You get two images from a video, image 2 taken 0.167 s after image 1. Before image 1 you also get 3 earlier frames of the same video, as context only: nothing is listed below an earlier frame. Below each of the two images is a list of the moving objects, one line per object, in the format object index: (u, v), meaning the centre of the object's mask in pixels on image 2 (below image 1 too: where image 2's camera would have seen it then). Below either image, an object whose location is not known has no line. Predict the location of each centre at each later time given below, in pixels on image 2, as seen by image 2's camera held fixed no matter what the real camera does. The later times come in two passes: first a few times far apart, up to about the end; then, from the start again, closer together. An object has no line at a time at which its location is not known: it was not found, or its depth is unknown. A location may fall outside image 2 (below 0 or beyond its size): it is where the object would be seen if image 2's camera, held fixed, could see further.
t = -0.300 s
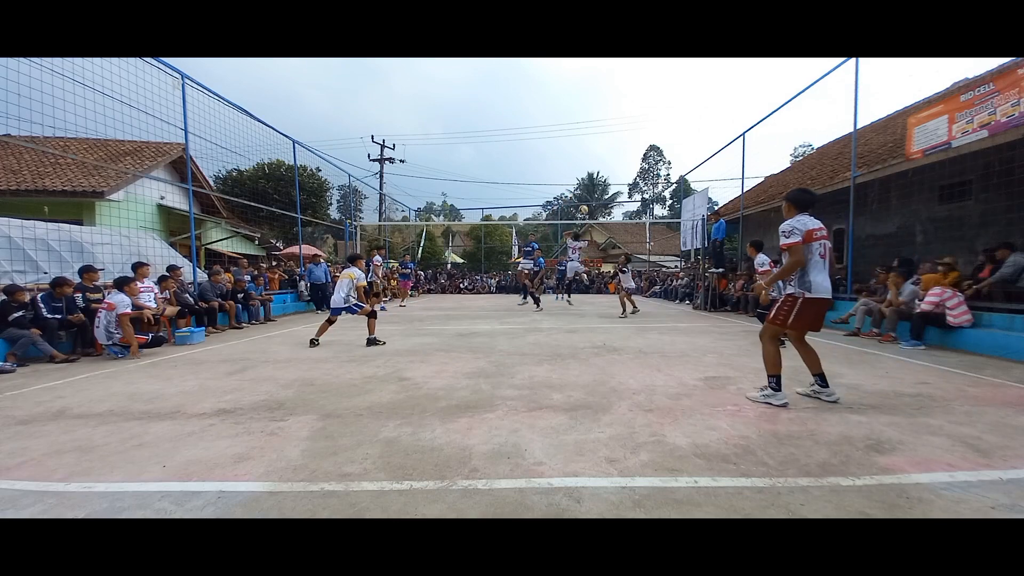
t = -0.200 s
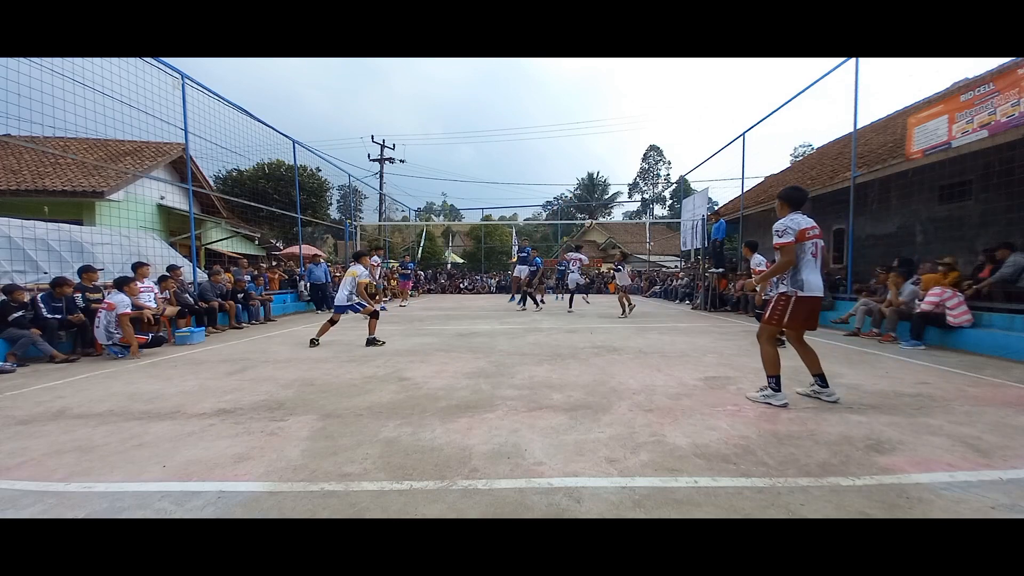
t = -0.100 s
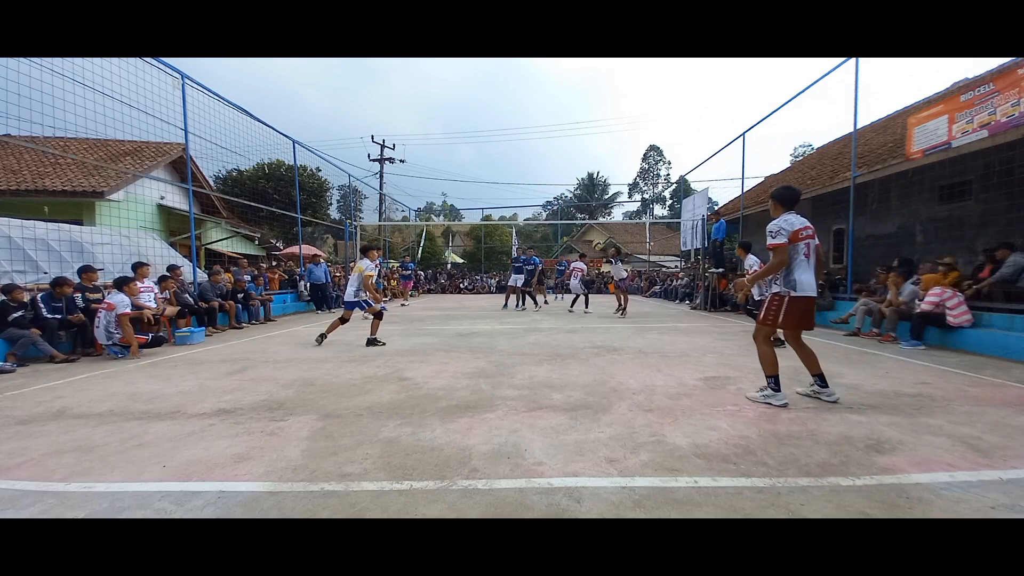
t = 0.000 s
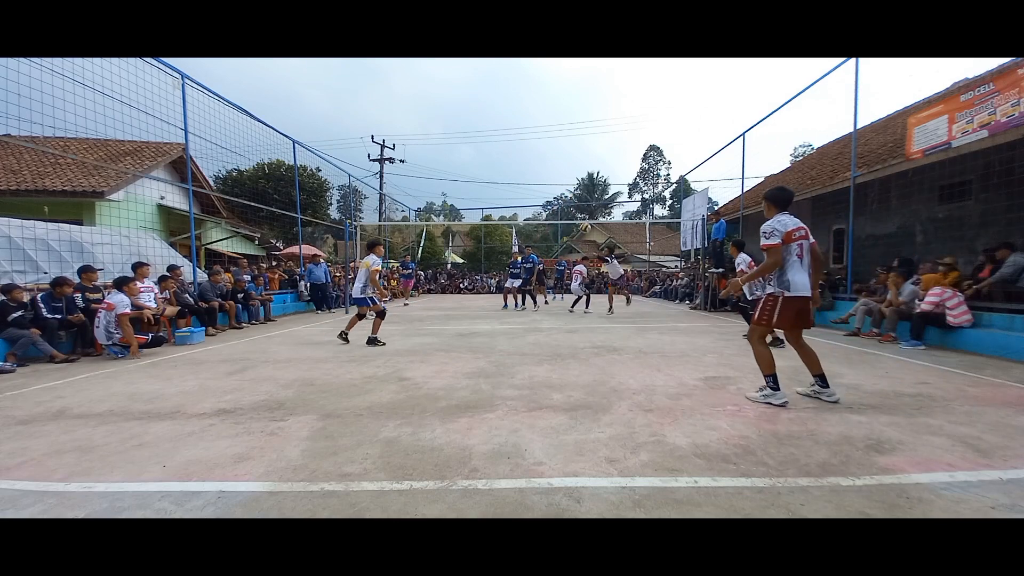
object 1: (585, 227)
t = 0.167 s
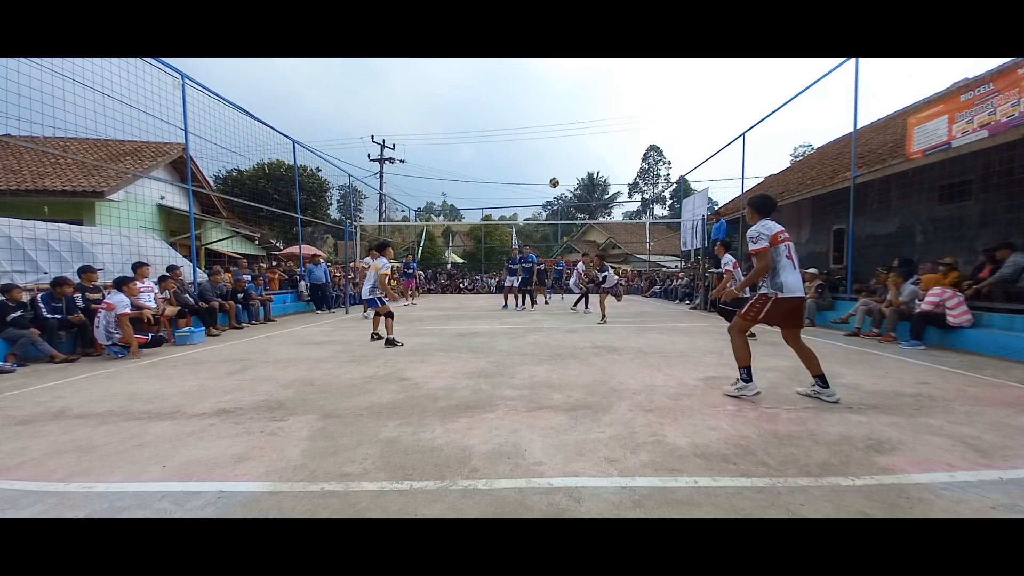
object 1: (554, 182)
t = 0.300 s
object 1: (529, 157)
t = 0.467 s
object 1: (501, 138)
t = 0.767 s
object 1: (451, 138)
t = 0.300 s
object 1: (529, 157)
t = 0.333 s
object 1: (524, 152)
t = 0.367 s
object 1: (518, 148)
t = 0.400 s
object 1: (512, 144)
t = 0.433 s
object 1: (506, 140)
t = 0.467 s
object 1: (501, 138)
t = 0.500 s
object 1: (495, 136)
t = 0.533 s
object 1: (490, 134)
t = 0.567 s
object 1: (484, 133)
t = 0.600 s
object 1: (478, 132)
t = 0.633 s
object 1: (473, 132)
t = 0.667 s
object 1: (467, 133)
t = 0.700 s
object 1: (462, 134)
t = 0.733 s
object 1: (457, 135)
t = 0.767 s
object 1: (451, 138)
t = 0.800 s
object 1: (446, 140)
